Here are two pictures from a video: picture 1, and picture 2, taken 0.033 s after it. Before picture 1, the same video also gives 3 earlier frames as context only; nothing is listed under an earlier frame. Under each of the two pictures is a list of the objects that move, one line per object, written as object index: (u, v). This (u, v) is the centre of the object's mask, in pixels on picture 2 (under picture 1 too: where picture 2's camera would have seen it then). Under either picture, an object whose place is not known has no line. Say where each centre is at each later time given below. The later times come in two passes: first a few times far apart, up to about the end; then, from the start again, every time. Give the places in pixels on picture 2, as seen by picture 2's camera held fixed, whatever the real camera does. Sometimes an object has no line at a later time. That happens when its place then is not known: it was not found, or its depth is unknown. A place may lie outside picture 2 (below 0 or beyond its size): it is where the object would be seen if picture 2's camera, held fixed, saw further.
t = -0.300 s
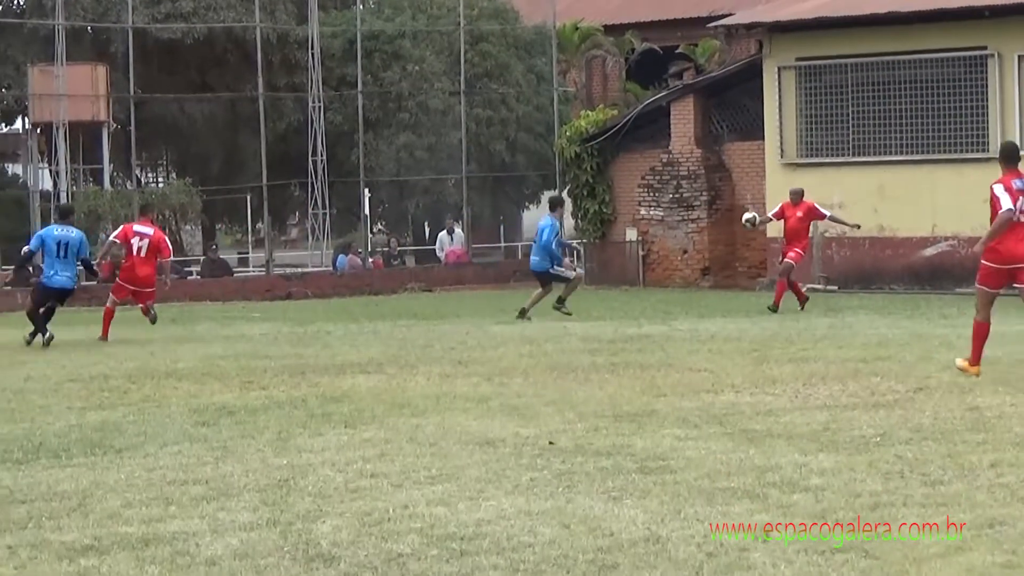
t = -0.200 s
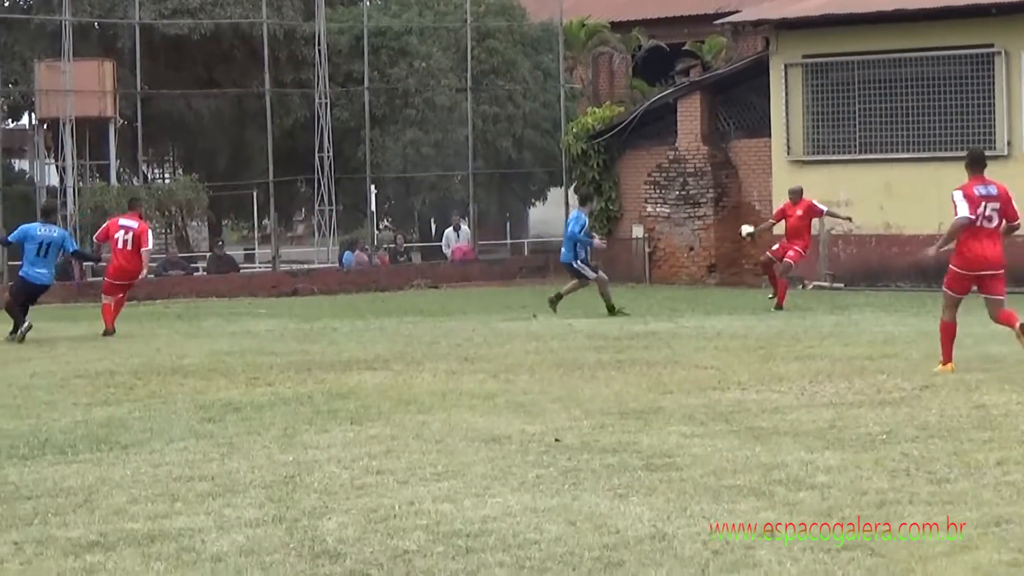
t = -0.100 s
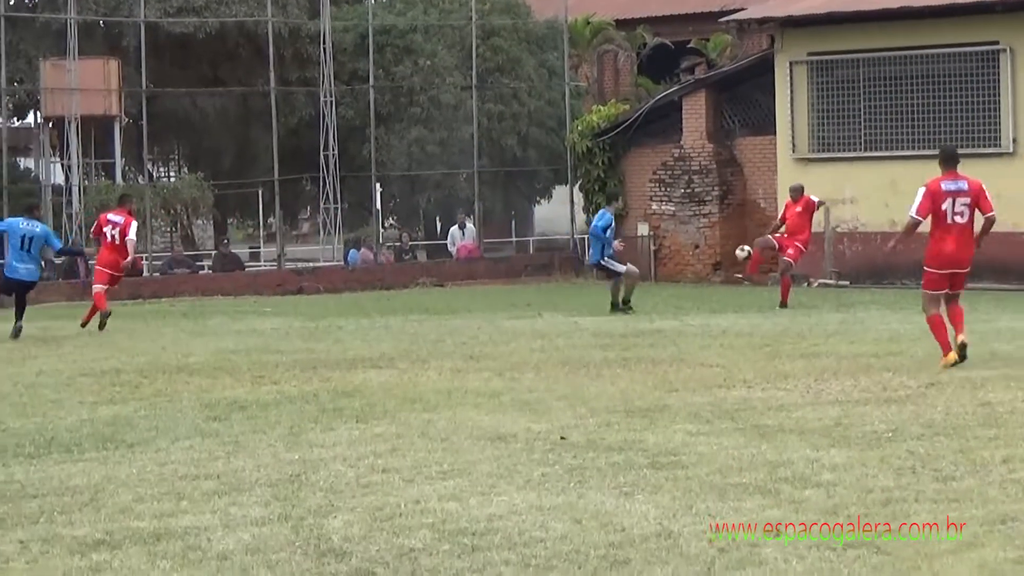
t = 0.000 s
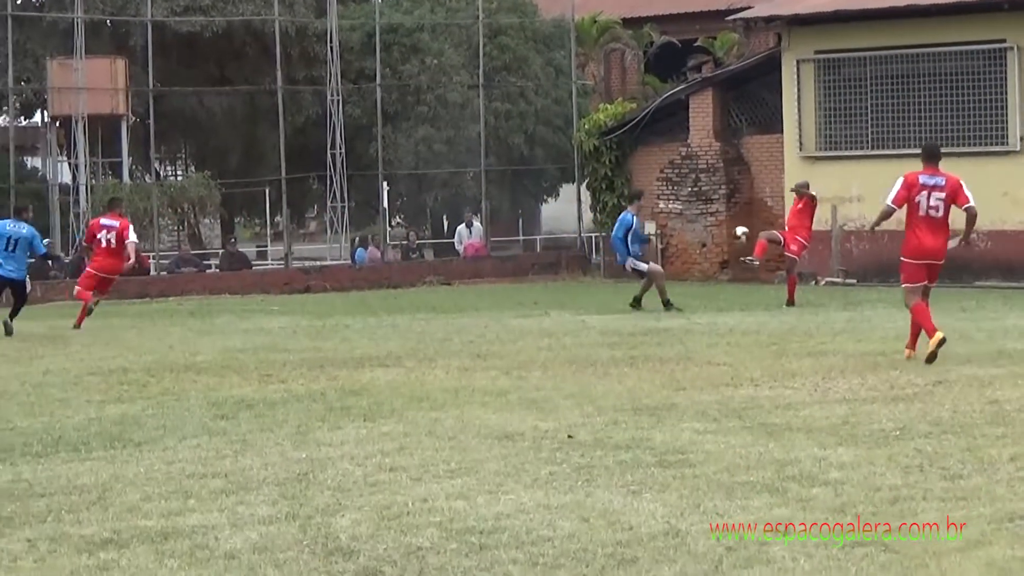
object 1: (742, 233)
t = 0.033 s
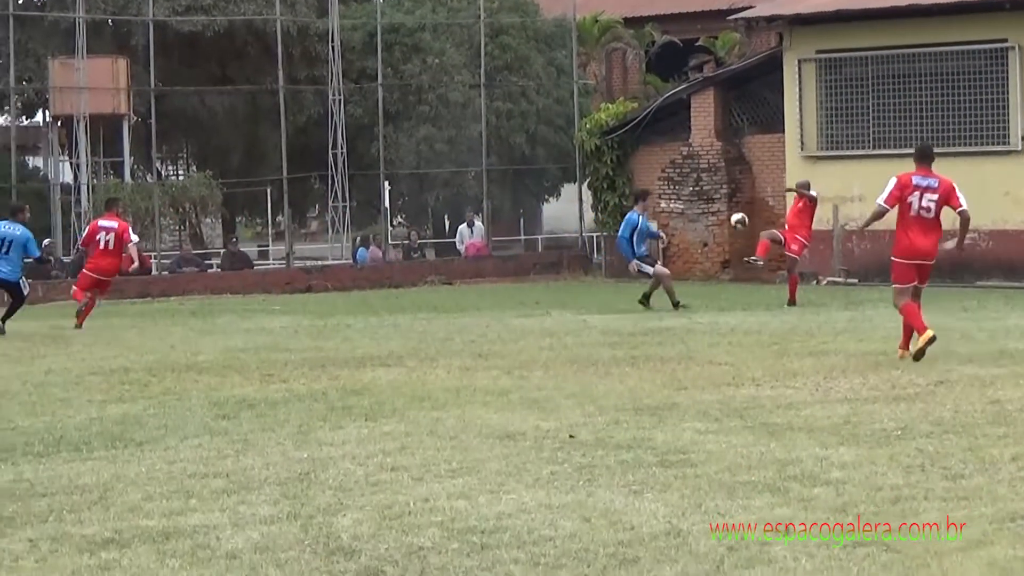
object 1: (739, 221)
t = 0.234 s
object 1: (717, 156)
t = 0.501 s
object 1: (687, 115)
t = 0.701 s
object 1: (664, 124)
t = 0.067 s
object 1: (735, 208)
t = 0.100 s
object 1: (731, 197)
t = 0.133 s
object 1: (728, 185)
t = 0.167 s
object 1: (724, 175)
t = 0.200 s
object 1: (721, 165)
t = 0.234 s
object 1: (717, 156)
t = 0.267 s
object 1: (713, 145)
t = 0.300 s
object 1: (710, 140)
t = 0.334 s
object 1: (706, 134)
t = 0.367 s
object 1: (702, 128)
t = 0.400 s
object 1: (698, 123)
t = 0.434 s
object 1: (695, 120)
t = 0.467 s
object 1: (691, 117)
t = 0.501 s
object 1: (687, 115)
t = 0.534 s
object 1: (684, 115)
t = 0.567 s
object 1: (680, 115)
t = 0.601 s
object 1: (677, 116)
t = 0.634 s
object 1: (672, 117)
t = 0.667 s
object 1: (667, 121)
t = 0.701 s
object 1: (664, 124)
